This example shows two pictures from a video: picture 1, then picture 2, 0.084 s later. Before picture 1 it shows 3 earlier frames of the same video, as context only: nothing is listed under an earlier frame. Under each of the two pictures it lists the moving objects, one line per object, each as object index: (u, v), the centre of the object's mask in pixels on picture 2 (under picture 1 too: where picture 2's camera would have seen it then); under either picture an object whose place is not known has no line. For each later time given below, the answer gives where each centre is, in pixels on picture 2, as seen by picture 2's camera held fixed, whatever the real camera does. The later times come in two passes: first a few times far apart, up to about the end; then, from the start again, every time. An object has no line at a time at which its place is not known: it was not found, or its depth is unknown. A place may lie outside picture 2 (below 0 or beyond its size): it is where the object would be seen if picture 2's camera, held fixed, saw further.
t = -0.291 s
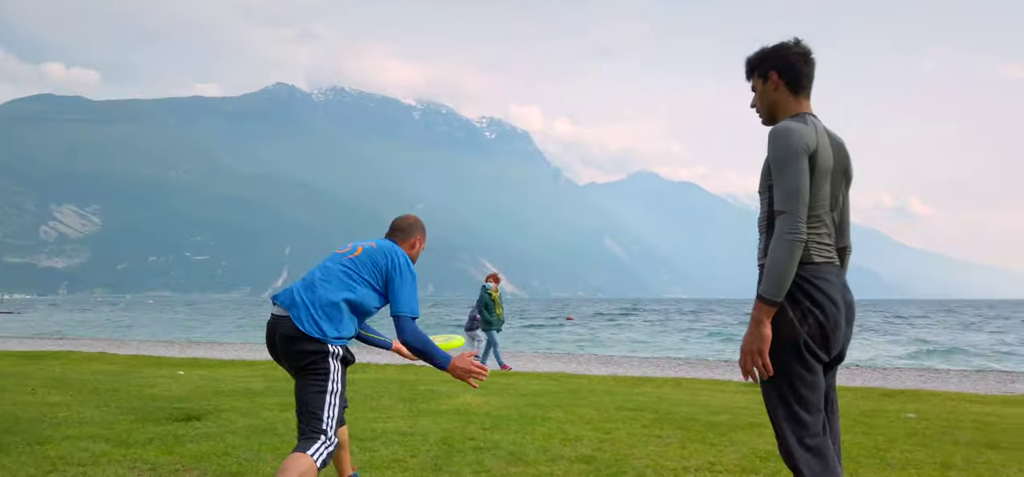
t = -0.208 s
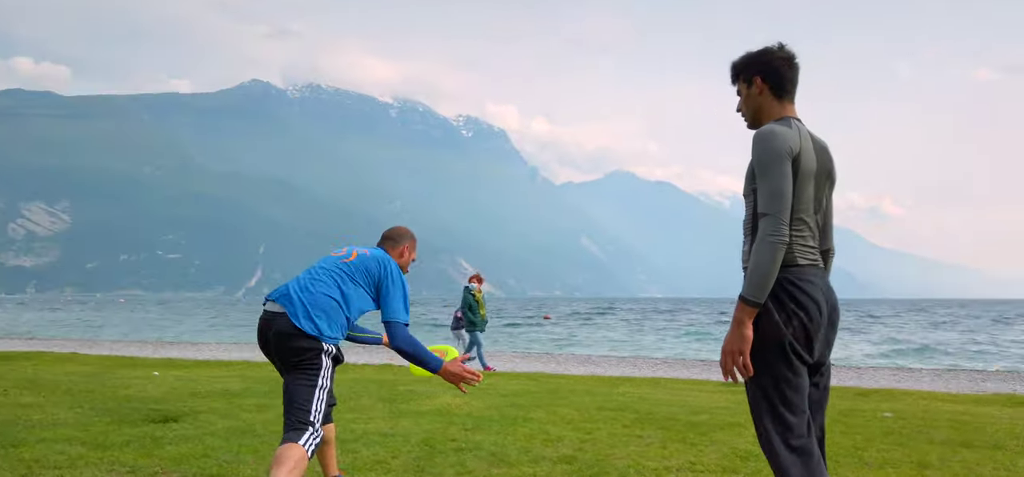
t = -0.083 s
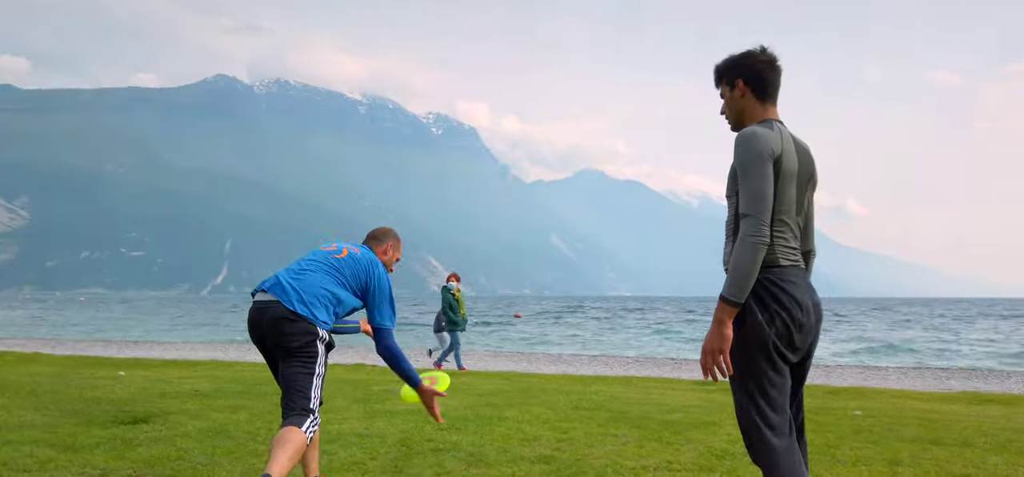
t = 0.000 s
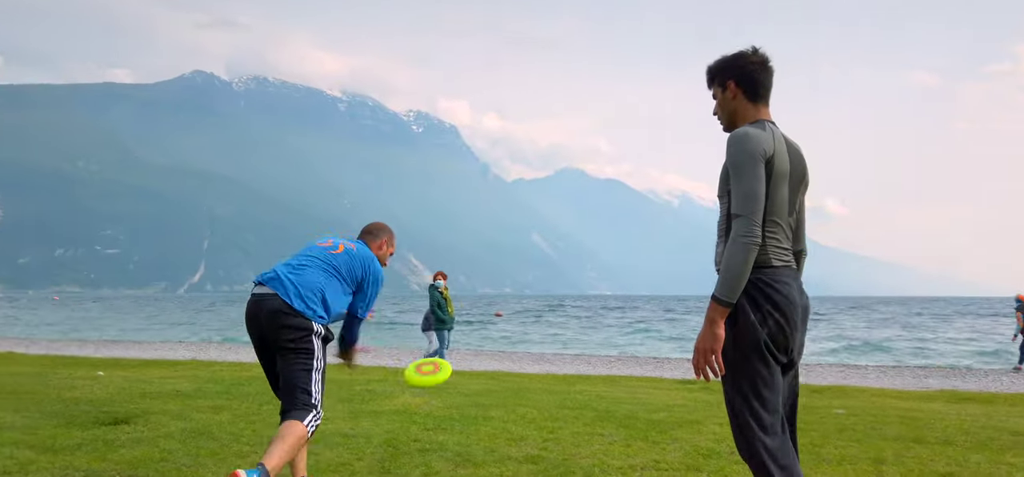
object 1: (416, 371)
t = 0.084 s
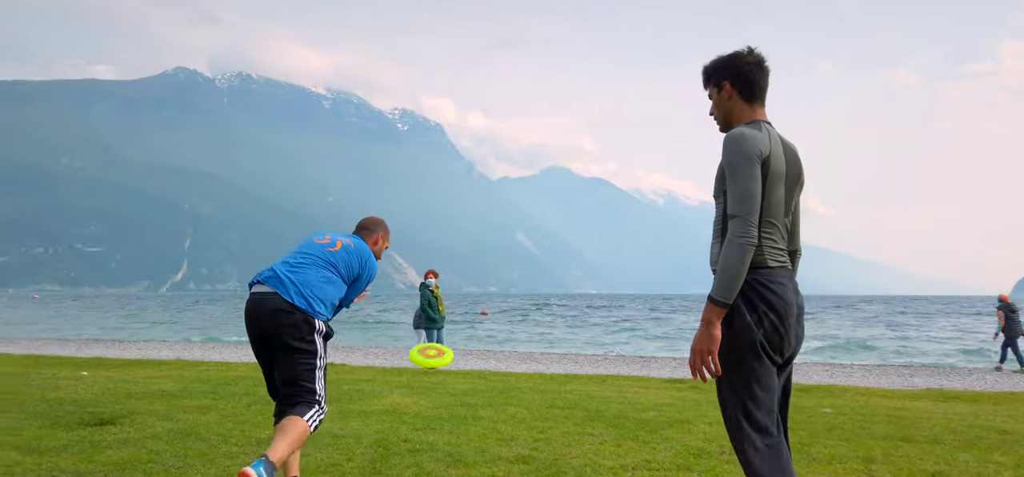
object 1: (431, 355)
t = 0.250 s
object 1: (463, 320)
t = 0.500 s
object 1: (504, 280)
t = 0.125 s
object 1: (441, 343)
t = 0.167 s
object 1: (448, 336)
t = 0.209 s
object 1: (454, 329)
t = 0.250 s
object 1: (463, 320)
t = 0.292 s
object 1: (469, 313)
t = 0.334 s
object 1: (477, 307)
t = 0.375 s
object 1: (486, 299)
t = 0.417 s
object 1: (491, 293)
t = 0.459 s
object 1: (499, 284)
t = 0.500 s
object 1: (504, 280)
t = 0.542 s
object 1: (509, 275)
